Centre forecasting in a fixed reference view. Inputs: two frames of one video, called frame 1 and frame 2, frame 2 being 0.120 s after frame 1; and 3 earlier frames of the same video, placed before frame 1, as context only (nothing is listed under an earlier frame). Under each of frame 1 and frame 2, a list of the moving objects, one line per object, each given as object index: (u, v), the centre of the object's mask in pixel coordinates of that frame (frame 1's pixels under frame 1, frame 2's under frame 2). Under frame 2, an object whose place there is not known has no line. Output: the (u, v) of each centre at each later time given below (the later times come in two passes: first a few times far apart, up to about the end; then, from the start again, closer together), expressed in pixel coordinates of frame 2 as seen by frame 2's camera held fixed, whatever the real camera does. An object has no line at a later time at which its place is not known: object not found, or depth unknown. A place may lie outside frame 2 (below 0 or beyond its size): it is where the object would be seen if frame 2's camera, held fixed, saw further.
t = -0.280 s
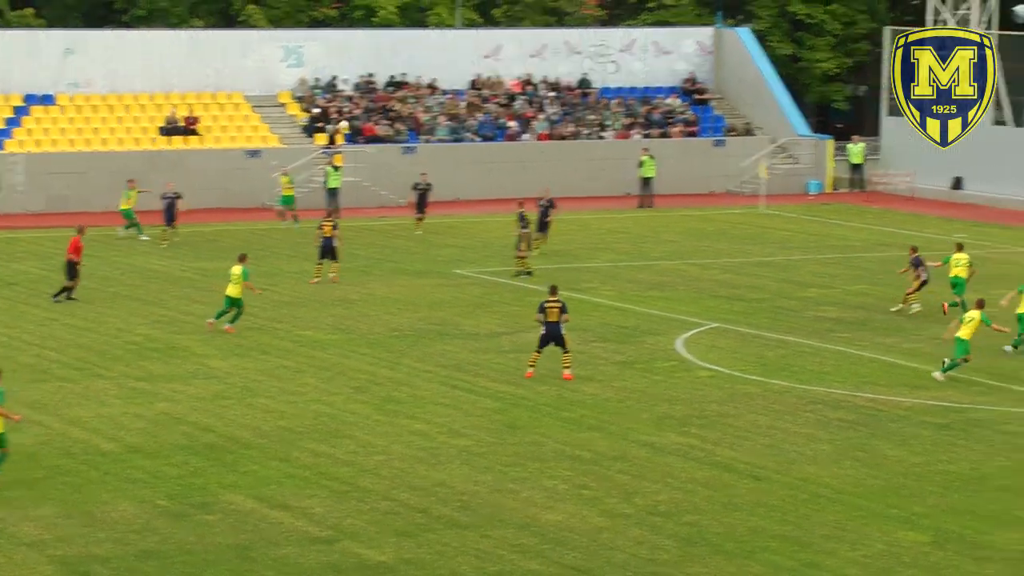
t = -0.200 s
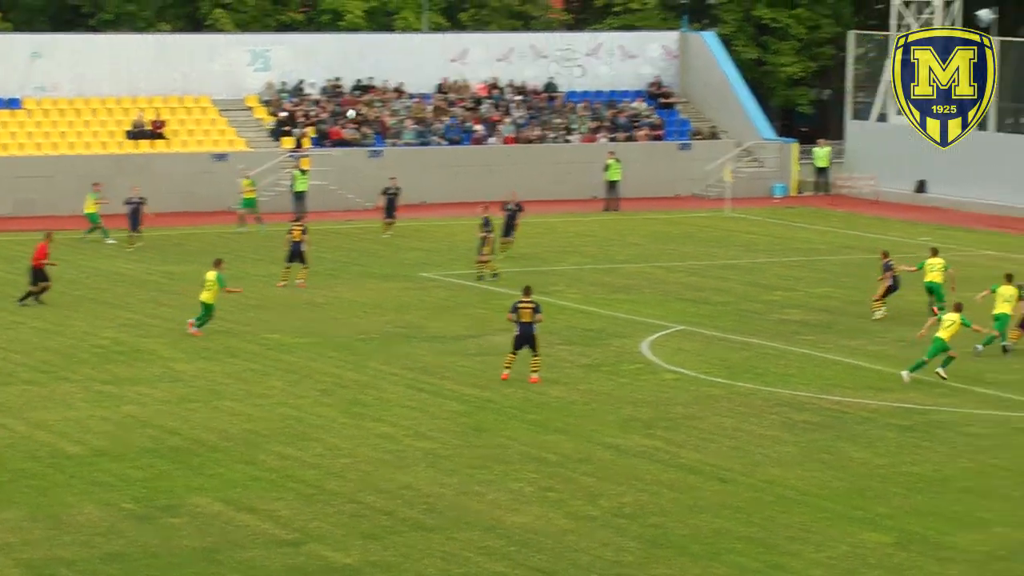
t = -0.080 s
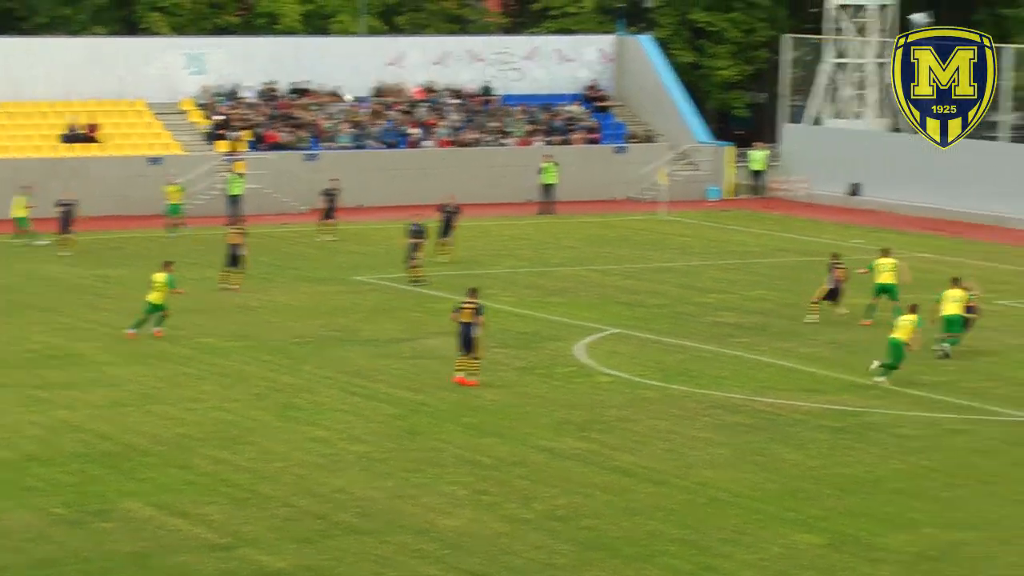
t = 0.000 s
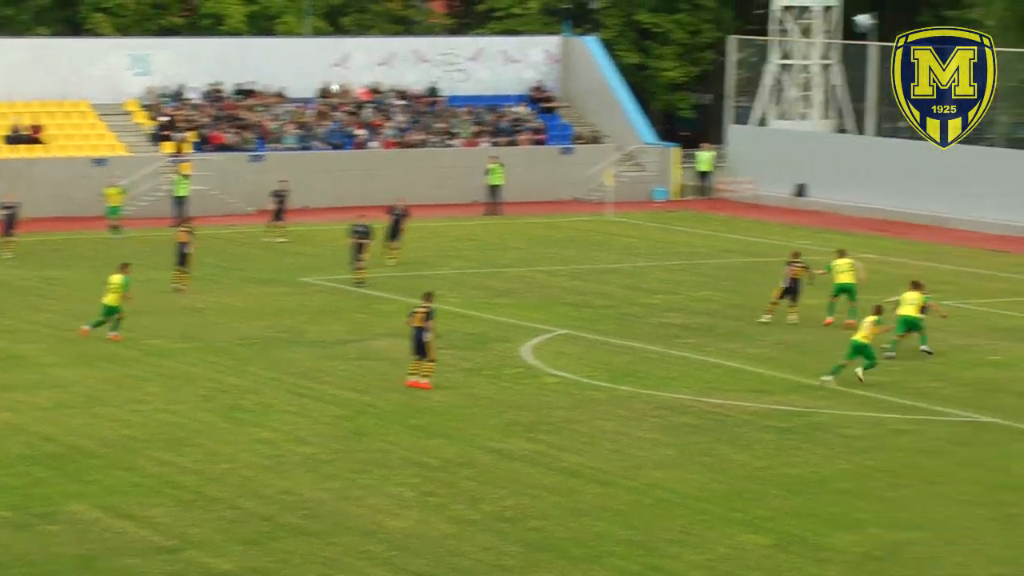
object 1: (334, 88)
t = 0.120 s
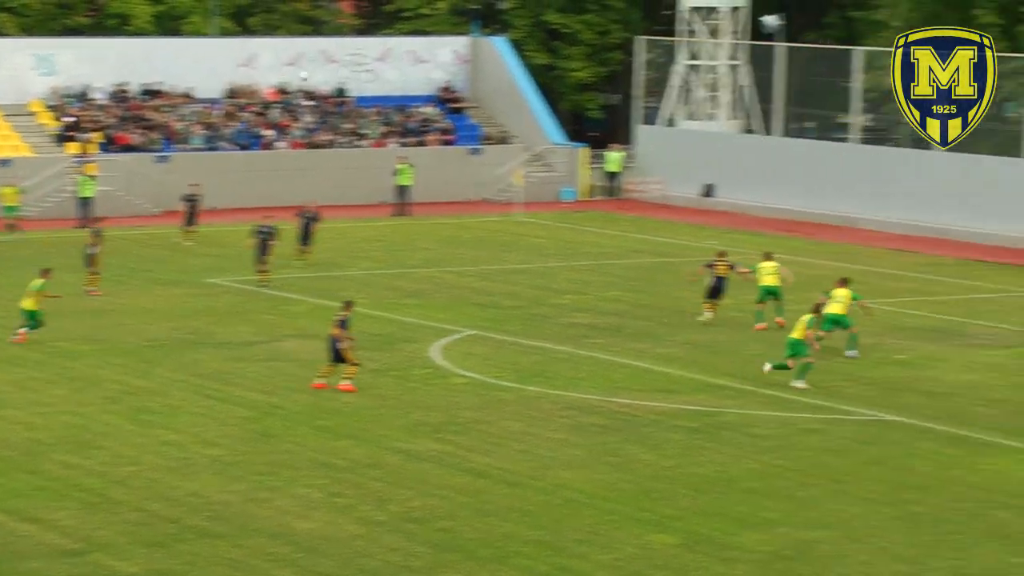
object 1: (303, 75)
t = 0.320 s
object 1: (408, 67)
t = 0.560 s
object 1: (531, 68)
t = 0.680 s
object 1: (592, 77)
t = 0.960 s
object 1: (735, 113)
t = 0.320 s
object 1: (408, 67)
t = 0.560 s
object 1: (531, 68)
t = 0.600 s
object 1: (551, 71)
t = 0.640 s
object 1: (571, 74)
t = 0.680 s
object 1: (592, 77)
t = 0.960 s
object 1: (735, 113)
